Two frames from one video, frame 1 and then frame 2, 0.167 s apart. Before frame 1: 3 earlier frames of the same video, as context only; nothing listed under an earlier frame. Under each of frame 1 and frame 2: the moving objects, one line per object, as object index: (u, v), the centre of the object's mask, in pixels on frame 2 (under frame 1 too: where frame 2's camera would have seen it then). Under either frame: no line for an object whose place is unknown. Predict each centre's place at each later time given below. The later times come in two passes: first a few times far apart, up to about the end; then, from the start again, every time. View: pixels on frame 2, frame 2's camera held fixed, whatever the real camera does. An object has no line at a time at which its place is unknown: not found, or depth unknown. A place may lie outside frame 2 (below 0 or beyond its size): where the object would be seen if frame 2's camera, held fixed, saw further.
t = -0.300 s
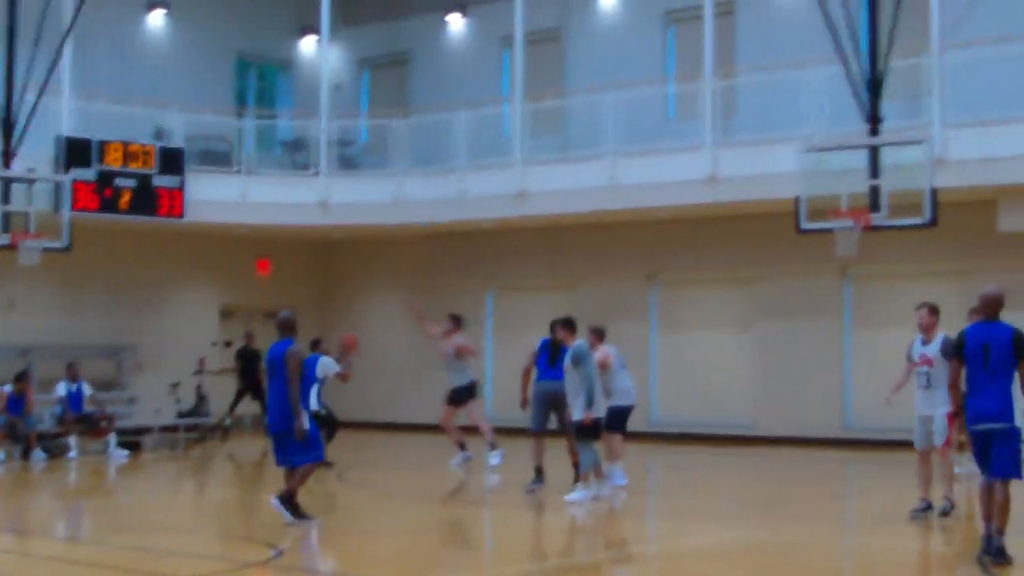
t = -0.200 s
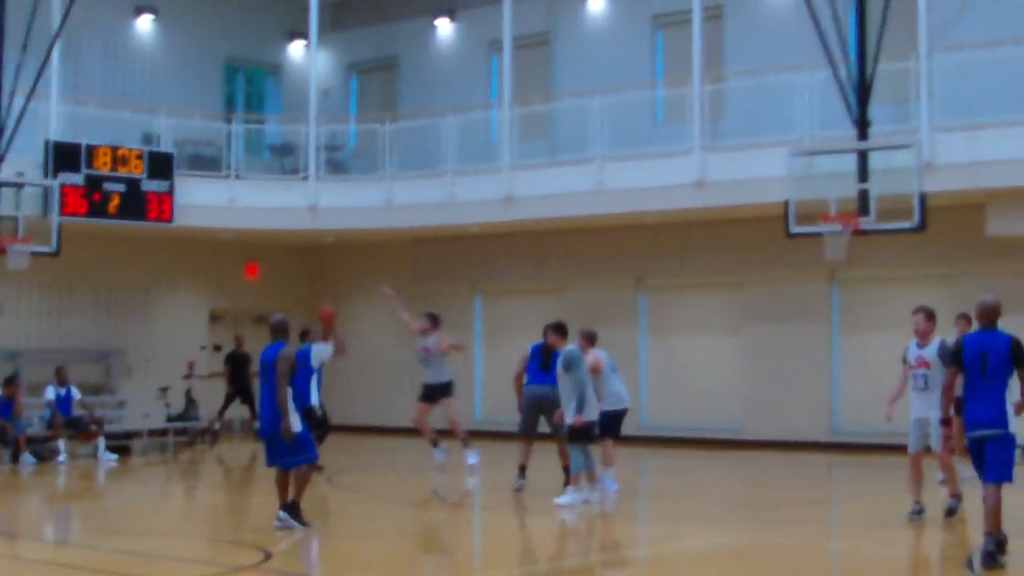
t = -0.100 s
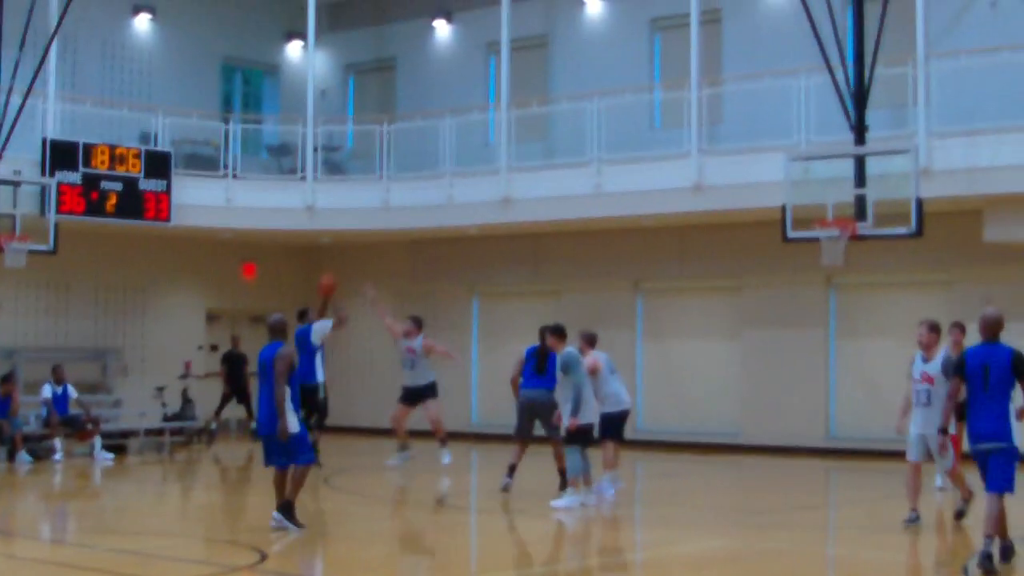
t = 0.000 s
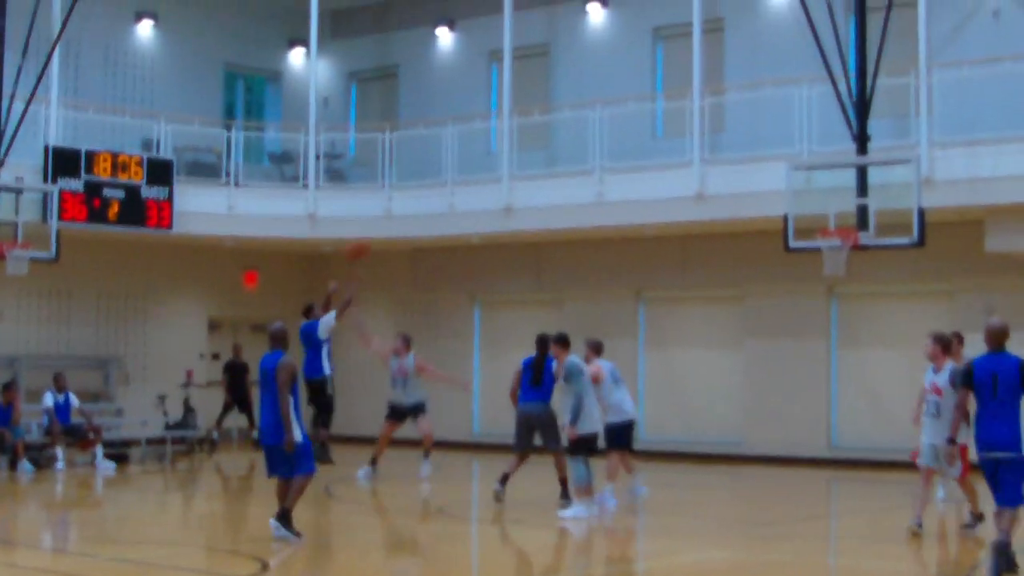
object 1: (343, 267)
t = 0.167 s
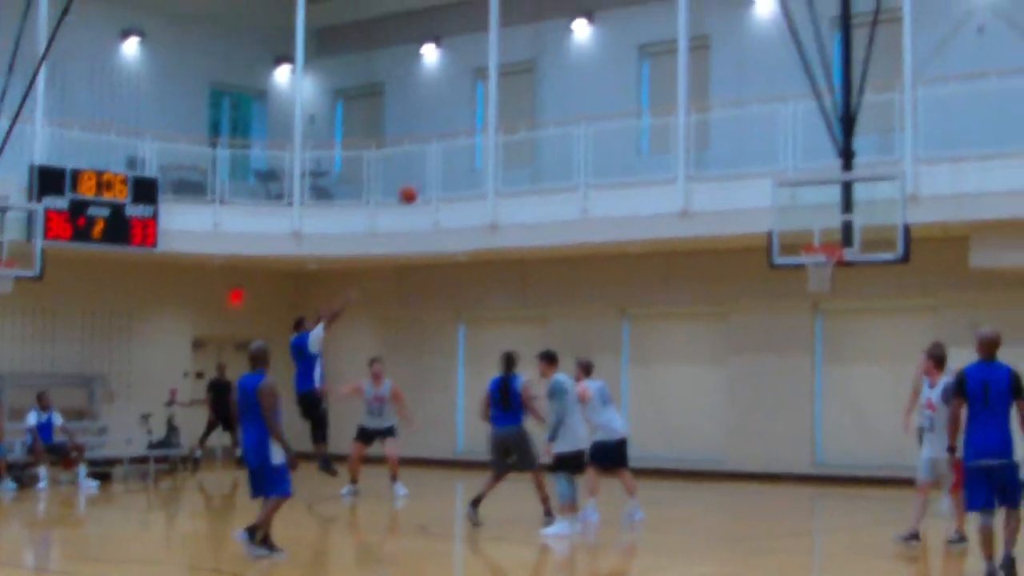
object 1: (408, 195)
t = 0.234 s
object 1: (432, 171)
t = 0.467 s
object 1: (525, 120)
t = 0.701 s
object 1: (616, 106)
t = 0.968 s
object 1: (722, 146)
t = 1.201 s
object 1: (817, 231)
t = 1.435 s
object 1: (806, 209)
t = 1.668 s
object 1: (781, 181)
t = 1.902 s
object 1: (755, 198)
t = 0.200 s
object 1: (420, 183)
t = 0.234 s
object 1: (432, 171)
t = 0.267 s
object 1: (446, 161)
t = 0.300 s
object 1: (459, 153)
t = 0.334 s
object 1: (472, 144)
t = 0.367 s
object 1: (486, 136)
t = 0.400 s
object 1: (500, 130)
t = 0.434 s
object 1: (512, 124)
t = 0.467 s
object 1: (525, 120)
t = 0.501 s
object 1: (537, 115)
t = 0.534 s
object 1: (551, 112)
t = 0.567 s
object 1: (564, 109)
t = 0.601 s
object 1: (577, 107)
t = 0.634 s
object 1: (589, 106)
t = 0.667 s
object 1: (602, 106)
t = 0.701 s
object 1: (616, 106)
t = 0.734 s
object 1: (628, 108)
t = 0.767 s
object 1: (642, 110)
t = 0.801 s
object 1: (656, 114)
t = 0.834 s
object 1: (669, 119)
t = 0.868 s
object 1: (682, 124)
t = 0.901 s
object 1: (695, 130)
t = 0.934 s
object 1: (707, 138)
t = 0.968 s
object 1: (722, 146)
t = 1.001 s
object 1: (735, 154)
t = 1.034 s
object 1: (748, 164)
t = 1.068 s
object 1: (762, 174)
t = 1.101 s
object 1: (775, 186)
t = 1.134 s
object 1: (790, 201)
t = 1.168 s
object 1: (802, 214)
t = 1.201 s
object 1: (817, 231)
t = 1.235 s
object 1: (829, 241)
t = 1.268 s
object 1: (827, 242)
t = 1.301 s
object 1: (820, 243)
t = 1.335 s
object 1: (816, 233)
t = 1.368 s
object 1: (813, 224)
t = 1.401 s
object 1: (809, 215)
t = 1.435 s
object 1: (806, 209)
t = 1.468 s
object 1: (802, 202)
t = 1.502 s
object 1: (798, 196)
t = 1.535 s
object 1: (794, 191)
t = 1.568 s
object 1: (791, 187)
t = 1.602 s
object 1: (788, 185)
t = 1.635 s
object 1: (784, 182)
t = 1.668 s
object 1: (781, 181)
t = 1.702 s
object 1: (777, 180)
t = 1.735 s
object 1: (773, 181)
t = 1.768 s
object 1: (769, 183)
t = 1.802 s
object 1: (767, 185)
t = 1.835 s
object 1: (762, 188)
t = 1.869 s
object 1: (759, 192)
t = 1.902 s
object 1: (755, 198)
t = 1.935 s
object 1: (752, 204)
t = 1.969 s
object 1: (747, 211)
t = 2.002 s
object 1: (744, 219)
